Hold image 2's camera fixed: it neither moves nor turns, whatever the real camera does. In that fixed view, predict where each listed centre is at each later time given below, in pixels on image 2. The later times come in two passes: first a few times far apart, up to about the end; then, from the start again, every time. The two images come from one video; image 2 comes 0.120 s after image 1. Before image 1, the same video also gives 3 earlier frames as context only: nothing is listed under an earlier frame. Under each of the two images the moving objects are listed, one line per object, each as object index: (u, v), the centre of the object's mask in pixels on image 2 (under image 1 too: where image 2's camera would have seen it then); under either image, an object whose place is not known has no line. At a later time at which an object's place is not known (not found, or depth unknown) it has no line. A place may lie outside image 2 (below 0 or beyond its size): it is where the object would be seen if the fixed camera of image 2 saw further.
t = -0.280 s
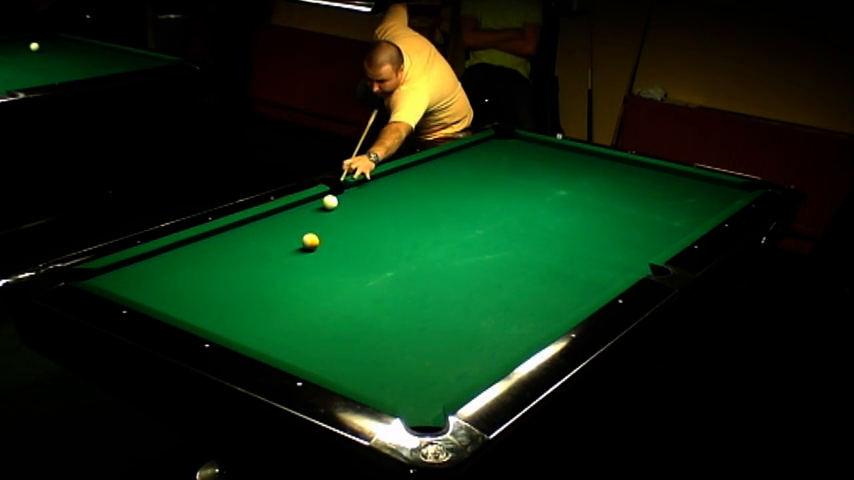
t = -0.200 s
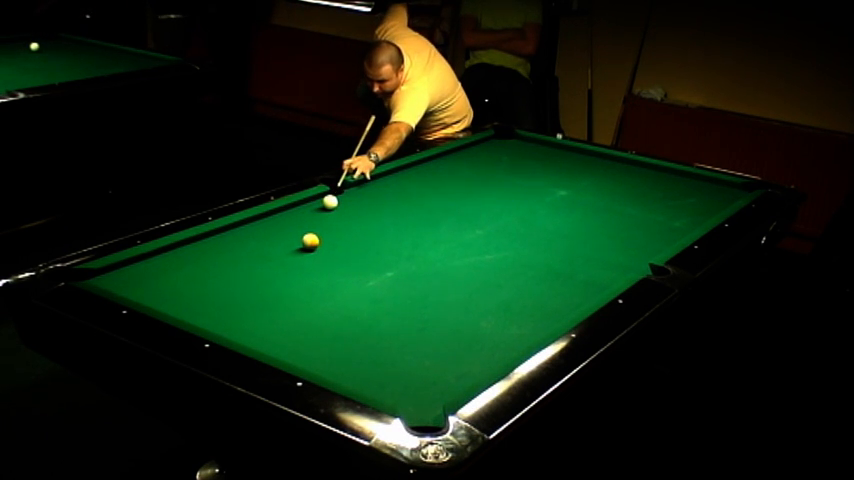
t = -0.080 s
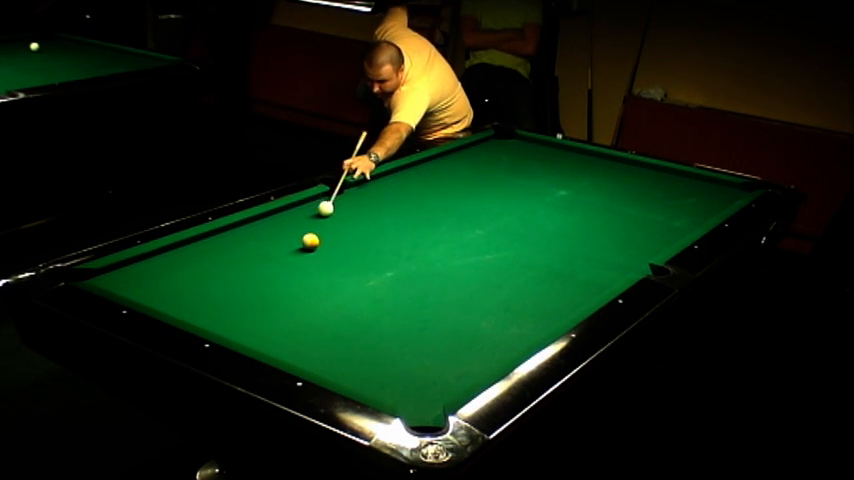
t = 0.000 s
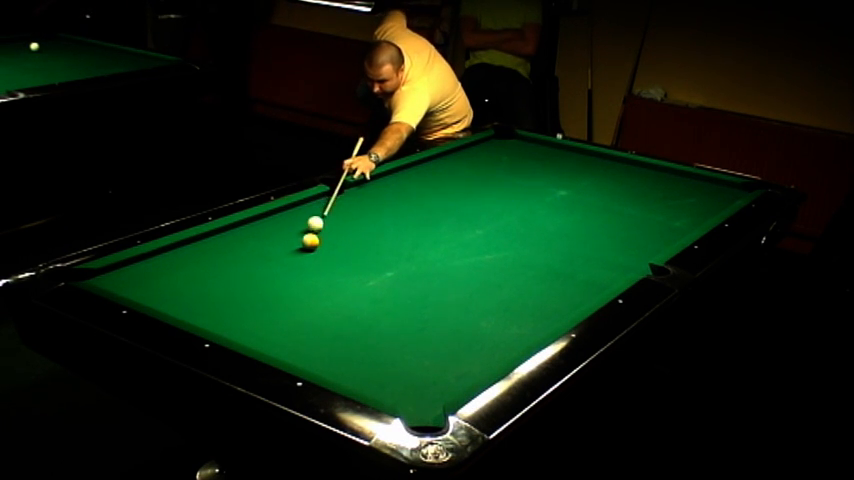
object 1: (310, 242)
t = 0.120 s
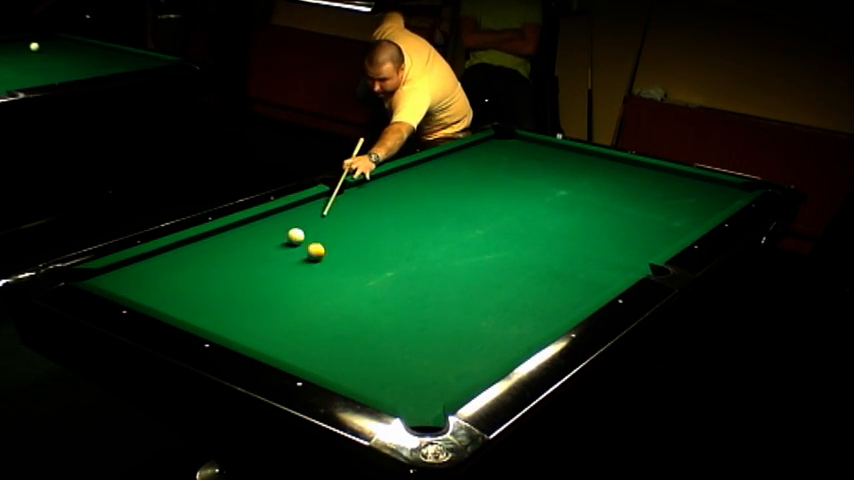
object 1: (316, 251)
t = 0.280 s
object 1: (329, 276)
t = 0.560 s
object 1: (354, 323)
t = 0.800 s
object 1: (381, 371)
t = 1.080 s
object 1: (428, 409)
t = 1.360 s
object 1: (412, 406)
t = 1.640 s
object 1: (428, 401)
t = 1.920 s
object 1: (440, 396)
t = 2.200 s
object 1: (445, 392)
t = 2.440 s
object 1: (447, 390)
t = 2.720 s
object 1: (449, 388)
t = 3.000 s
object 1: (450, 388)
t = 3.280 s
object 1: (450, 387)
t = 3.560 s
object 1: (450, 388)
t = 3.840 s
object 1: (450, 388)
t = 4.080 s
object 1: (450, 388)
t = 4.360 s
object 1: (450, 388)
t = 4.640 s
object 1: (450, 388)
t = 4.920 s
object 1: (450, 388)
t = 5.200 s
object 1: (450, 388)
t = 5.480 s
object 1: (450, 388)
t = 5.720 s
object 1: (450, 388)
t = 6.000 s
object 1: (450, 388)
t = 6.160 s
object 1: (450, 388)
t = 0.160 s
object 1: (319, 258)
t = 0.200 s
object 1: (322, 264)
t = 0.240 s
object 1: (325, 270)
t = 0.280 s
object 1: (329, 276)
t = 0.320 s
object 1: (332, 283)
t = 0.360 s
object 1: (335, 289)
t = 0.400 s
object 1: (339, 296)
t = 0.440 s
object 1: (343, 302)
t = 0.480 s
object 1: (347, 309)
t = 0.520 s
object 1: (350, 316)
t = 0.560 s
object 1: (354, 323)
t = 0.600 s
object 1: (358, 331)
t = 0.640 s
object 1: (362, 338)
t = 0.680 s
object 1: (367, 346)
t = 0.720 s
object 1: (371, 354)
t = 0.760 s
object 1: (376, 363)
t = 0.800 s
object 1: (381, 371)
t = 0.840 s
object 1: (386, 380)
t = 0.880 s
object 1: (391, 389)
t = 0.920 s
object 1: (396, 397)
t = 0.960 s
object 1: (405, 404)
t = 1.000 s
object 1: (416, 407)
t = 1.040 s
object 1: (427, 409)
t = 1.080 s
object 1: (428, 409)
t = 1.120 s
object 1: (422, 409)
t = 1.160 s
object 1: (416, 409)
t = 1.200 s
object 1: (411, 409)
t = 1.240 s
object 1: (407, 408)
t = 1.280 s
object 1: (408, 407)
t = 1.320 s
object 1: (410, 407)
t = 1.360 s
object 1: (412, 406)
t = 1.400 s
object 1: (414, 406)
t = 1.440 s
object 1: (417, 405)
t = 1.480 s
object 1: (419, 404)
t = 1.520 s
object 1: (421, 403)
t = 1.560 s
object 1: (423, 403)
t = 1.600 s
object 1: (425, 402)
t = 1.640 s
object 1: (428, 401)
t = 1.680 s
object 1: (429, 401)
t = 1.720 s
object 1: (431, 400)
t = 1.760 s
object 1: (433, 399)
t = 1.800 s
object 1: (435, 398)
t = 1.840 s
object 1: (436, 397)
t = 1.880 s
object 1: (438, 396)
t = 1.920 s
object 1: (440, 396)
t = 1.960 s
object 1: (441, 395)
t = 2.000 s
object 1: (443, 394)
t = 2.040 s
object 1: (443, 394)
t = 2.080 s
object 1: (443, 393)
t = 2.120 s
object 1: (444, 393)
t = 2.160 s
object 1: (444, 392)
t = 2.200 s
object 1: (445, 392)
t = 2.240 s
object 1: (445, 391)
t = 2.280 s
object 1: (446, 391)
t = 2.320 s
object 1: (446, 391)
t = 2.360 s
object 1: (446, 391)
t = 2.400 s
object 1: (447, 390)
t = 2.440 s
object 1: (447, 390)
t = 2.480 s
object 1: (447, 390)
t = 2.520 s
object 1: (447, 389)
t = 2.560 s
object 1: (448, 389)
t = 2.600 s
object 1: (448, 389)
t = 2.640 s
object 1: (448, 389)
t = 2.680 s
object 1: (448, 388)
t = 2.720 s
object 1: (449, 388)
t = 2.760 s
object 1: (449, 388)
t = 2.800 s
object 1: (449, 388)
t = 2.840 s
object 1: (449, 388)
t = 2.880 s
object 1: (450, 388)
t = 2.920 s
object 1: (450, 388)
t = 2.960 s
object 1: (450, 388)
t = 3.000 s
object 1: (450, 388)
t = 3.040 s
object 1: (450, 388)
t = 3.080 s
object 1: (450, 388)
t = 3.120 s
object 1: (450, 388)
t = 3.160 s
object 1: (450, 387)
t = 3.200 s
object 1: (450, 388)
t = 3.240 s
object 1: (450, 387)
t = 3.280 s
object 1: (450, 387)
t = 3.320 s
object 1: (450, 388)
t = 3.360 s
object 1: (450, 388)
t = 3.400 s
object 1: (450, 388)
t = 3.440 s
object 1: (450, 388)
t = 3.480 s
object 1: (450, 388)
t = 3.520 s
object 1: (450, 388)
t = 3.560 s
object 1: (450, 388)
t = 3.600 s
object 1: (450, 388)
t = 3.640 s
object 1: (450, 388)
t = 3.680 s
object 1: (450, 388)
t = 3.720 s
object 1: (450, 388)
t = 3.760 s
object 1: (450, 388)
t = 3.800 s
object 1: (450, 388)
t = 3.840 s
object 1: (450, 388)
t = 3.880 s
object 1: (450, 388)
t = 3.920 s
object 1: (450, 388)
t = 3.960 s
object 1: (450, 388)
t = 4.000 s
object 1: (450, 388)
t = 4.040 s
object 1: (450, 388)
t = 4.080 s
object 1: (450, 388)
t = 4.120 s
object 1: (450, 388)
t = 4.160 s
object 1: (450, 388)
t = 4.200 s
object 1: (450, 388)
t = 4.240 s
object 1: (450, 388)
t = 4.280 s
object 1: (450, 388)
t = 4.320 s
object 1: (450, 388)
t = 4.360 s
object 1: (450, 388)
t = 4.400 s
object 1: (450, 388)
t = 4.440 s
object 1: (450, 388)
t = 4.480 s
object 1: (450, 388)
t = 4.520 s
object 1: (450, 388)
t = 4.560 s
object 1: (450, 388)
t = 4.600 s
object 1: (450, 388)
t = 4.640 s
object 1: (450, 388)
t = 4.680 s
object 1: (450, 388)
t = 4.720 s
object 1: (450, 388)
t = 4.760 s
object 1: (450, 388)
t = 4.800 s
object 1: (450, 388)
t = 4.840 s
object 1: (450, 388)
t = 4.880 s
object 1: (450, 388)
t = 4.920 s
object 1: (450, 388)
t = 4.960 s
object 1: (450, 388)
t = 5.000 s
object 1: (450, 388)
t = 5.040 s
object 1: (450, 388)
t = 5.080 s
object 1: (450, 388)
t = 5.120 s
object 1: (450, 388)
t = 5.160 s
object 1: (450, 388)
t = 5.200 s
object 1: (450, 388)
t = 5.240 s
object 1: (450, 388)
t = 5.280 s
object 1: (450, 388)
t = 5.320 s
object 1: (450, 388)
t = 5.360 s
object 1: (450, 388)
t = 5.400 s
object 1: (450, 388)
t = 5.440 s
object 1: (450, 388)
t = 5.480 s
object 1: (450, 388)
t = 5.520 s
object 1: (450, 388)
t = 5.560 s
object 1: (450, 388)
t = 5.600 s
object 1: (450, 388)
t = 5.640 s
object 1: (450, 388)
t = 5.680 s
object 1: (450, 388)
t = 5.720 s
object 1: (450, 388)
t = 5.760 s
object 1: (450, 388)
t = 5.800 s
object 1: (450, 388)
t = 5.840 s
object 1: (450, 388)
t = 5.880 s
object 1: (450, 388)
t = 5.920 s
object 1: (450, 388)
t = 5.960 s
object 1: (450, 388)
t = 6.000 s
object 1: (450, 388)
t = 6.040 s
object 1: (450, 388)
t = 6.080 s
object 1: (450, 388)
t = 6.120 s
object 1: (450, 388)
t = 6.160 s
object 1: (450, 388)
